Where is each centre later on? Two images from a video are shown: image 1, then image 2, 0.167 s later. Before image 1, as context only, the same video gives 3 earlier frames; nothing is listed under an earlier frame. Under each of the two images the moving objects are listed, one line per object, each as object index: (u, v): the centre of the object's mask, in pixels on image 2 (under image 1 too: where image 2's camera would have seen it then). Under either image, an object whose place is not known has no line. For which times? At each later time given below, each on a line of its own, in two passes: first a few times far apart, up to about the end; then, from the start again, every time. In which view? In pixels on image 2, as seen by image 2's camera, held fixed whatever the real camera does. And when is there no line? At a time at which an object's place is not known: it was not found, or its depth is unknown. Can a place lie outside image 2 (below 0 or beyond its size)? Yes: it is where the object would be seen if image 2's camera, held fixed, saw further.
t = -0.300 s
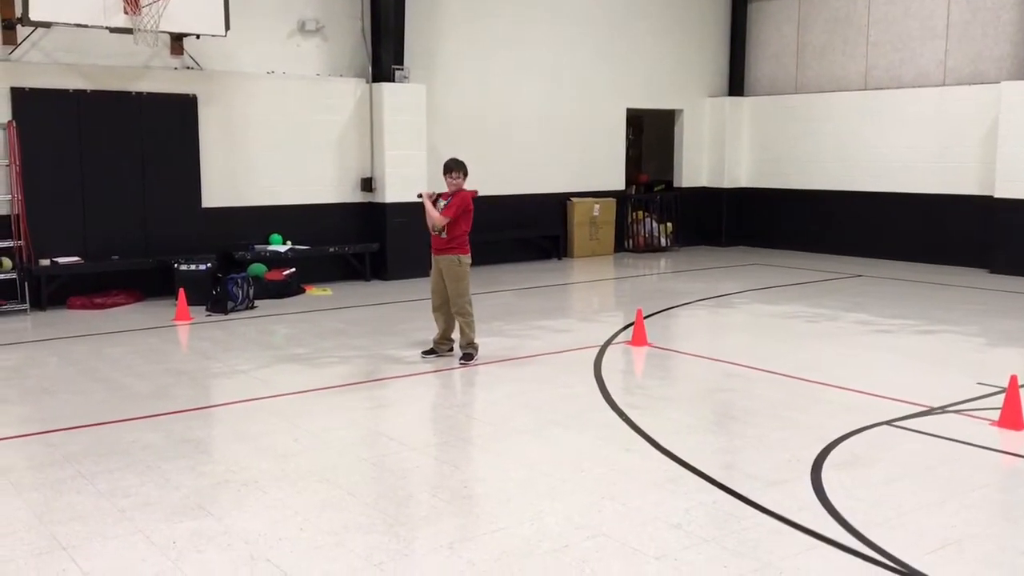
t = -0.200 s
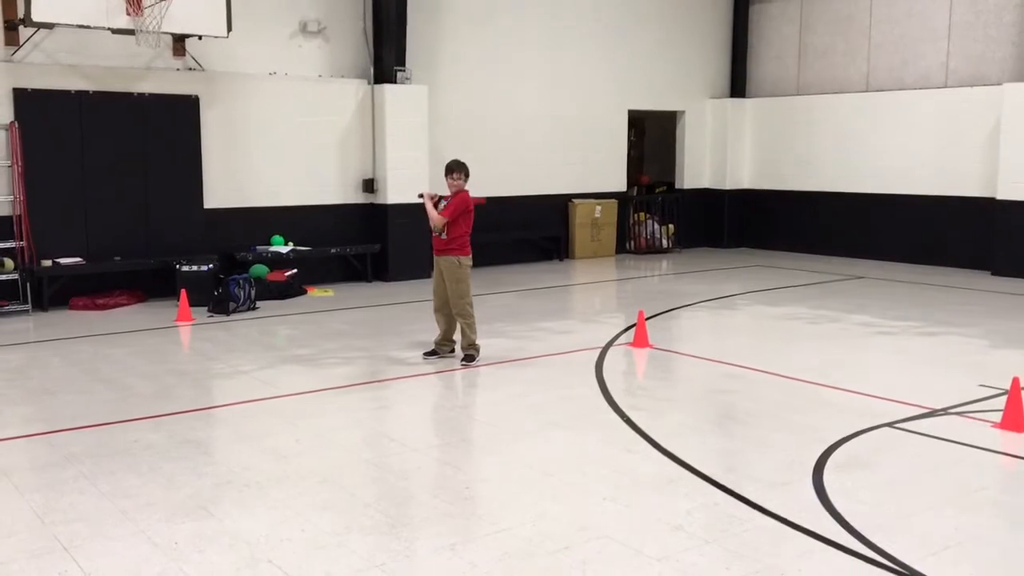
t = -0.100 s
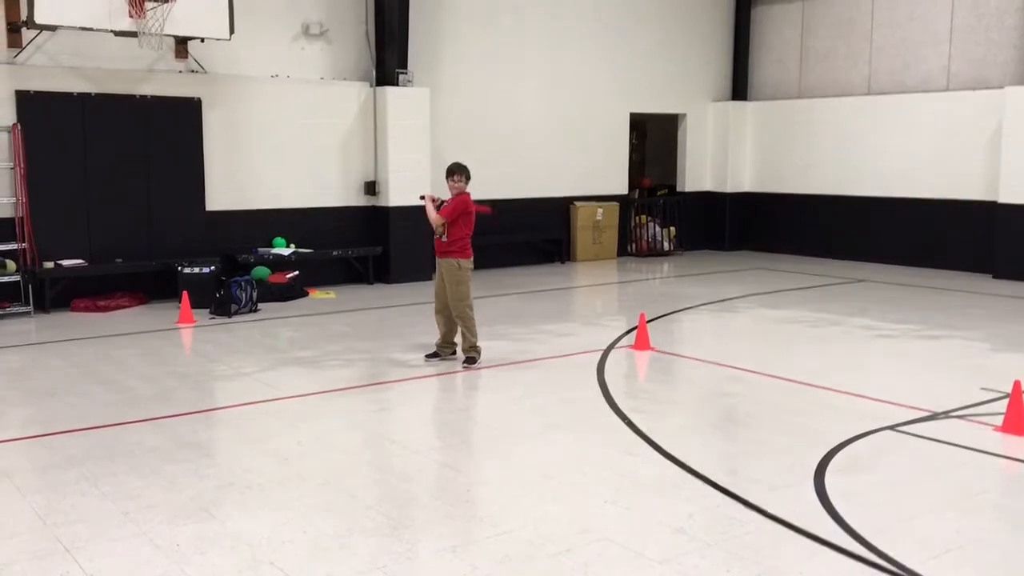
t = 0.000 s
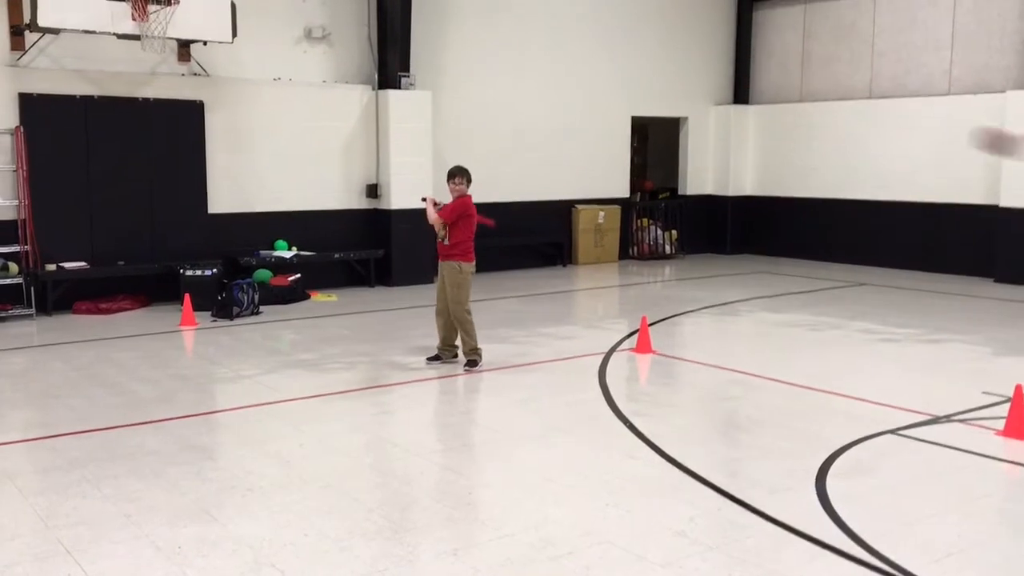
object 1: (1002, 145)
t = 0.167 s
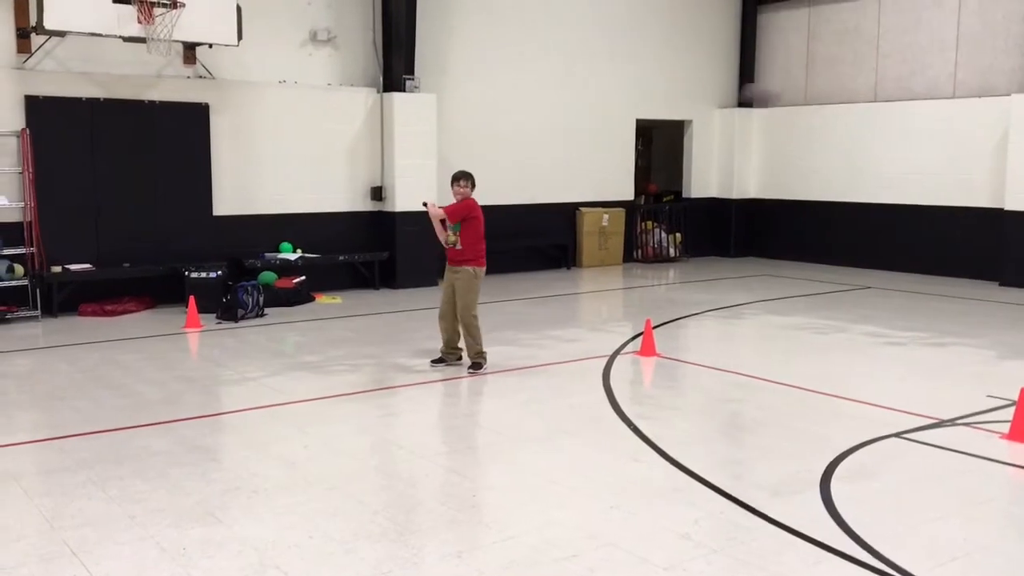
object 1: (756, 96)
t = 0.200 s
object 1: (721, 97)
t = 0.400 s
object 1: (538, 131)
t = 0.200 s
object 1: (721, 97)
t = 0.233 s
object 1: (684, 96)
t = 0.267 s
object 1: (650, 99)
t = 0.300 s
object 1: (619, 105)
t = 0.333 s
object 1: (590, 112)
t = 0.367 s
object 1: (563, 121)
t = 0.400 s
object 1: (538, 131)
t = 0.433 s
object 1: (514, 143)
